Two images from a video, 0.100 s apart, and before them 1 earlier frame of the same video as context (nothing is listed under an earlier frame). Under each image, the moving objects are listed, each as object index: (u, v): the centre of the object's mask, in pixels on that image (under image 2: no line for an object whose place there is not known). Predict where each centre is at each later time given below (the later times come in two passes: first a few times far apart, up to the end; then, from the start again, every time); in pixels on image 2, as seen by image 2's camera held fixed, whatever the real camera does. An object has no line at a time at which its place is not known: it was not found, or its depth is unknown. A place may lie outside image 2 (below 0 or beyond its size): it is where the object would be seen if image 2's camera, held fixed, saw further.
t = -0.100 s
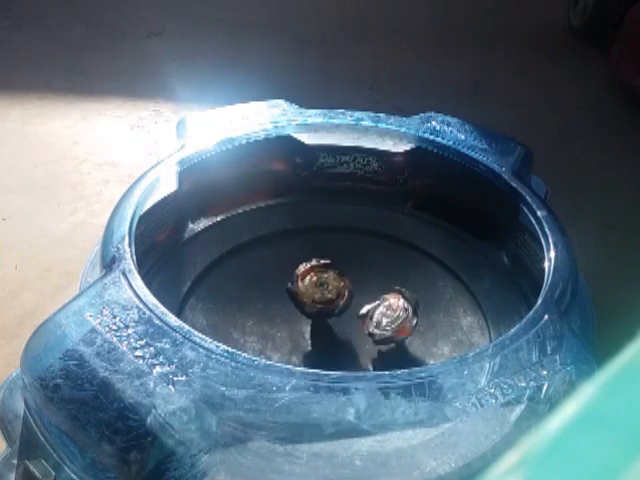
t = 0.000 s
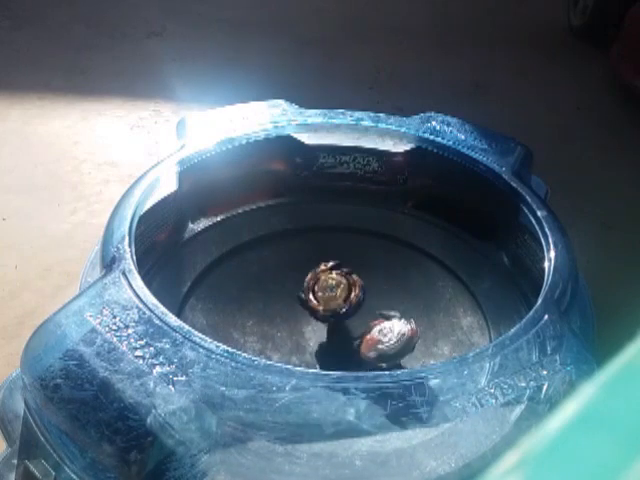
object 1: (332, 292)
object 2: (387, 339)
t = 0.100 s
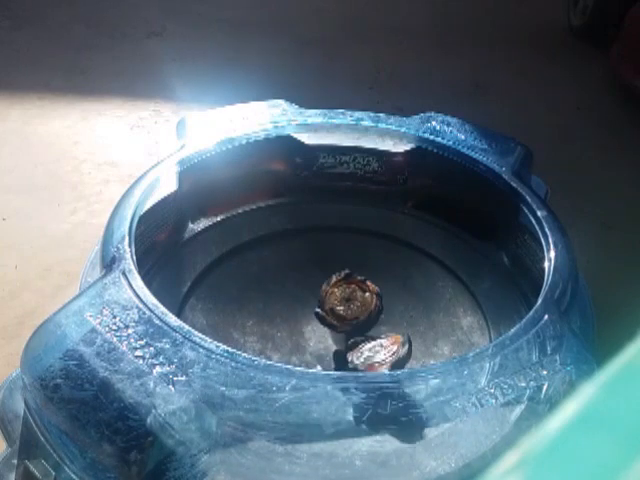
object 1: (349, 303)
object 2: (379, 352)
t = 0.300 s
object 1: (370, 321)
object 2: (341, 363)
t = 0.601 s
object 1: (366, 332)
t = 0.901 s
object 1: (333, 319)
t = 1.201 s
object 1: (327, 303)
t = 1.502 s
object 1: (324, 304)
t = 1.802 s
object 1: (327, 315)
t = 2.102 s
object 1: (330, 310)
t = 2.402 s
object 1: (355, 319)
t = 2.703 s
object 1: (344, 328)
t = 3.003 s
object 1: (312, 310)
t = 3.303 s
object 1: (277, 298)
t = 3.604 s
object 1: (299, 329)
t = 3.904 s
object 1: (304, 324)
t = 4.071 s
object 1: (305, 308)
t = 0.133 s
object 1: (351, 305)
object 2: (372, 356)
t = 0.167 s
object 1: (357, 306)
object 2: (369, 357)
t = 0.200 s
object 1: (362, 311)
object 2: (365, 362)
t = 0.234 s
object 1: (364, 317)
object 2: (359, 362)
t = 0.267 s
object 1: (367, 319)
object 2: (349, 363)
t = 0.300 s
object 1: (370, 321)
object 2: (341, 363)
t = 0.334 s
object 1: (372, 322)
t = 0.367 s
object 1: (372, 323)
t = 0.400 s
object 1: (374, 324)
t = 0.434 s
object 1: (375, 327)
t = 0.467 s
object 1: (374, 328)
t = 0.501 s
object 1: (371, 329)
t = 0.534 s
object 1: (370, 330)
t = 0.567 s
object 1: (369, 331)
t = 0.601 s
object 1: (366, 332)
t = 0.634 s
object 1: (360, 331)
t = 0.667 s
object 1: (357, 331)
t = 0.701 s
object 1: (353, 331)
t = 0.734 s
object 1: (349, 329)
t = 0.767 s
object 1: (345, 328)
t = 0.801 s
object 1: (339, 327)
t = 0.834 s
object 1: (337, 325)
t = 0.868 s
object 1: (336, 324)
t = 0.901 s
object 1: (333, 319)
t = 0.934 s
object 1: (327, 319)
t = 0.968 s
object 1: (325, 318)
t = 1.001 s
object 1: (325, 315)
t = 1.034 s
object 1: (325, 314)
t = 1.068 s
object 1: (323, 311)
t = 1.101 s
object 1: (324, 309)
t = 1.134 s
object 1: (326, 306)
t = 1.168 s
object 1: (327, 304)
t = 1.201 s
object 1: (327, 303)
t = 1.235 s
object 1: (326, 301)
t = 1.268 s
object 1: (324, 300)
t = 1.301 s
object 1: (325, 300)
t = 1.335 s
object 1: (326, 301)
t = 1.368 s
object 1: (325, 300)
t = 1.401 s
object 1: (324, 301)
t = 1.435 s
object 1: (325, 301)
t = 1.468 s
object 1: (326, 303)
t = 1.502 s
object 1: (324, 304)
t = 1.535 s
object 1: (324, 304)
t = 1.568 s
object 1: (326, 305)
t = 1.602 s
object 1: (326, 307)
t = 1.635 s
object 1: (326, 308)
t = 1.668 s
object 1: (326, 309)
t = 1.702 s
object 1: (327, 310)
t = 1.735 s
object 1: (327, 312)
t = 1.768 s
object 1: (326, 312)
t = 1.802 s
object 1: (327, 315)
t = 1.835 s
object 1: (326, 314)
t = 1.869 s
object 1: (328, 313)
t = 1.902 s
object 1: (329, 313)
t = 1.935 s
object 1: (327, 312)
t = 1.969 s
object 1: (326, 311)
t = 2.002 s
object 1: (328, 310)
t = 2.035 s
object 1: (330, 310)
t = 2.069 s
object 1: (331, 310)
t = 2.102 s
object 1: (330, 310)
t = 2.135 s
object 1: (331, 309)
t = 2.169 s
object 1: (334, 309)
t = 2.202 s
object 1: (337, 310)
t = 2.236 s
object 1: (337, 310)
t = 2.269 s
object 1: (337, 311)
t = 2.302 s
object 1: (341, 311)
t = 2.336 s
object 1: (348, 312)
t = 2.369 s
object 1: (354, 314)
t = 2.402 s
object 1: (355, 319)
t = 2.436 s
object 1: (352, 324)
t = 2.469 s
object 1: (348, 326)
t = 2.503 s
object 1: (348, 325)
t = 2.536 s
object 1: (347, 326)
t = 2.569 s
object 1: (346, 327)
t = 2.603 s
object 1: (345, 329)
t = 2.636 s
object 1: (342, 329)
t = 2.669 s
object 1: (344, 330)
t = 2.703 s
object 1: (344, 328)
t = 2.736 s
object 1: (339, 329)
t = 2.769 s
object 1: (334, 329)
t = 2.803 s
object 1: (327, 327)
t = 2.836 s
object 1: (323, 325)
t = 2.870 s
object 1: (322, 324)
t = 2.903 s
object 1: (321, 323)
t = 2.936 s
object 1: (323, 323)
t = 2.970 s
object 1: (319, 319)
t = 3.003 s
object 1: (312, 310)
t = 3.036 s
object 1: (303, 308)
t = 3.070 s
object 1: (298, 299)
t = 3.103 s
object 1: (289, 300)
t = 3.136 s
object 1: (283, 298)
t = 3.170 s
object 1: (278, 297)
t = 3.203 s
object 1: (275, 298)
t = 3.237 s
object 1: (274, 298)
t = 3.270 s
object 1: (275, 298)
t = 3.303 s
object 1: (277, 298)
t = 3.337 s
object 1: (282, 298)
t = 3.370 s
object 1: (287, 301)
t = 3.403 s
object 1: (293, 299)
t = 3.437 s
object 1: (298, 301)
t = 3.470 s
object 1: (300, 308)
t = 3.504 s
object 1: (303, 313)
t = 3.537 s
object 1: (302, 326)
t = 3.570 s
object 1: (301, 327)
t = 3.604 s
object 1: (299, 329)
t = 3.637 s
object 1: (297, 328)
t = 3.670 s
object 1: (295, 328)
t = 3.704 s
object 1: (296, 328)
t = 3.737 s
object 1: (298, 329)
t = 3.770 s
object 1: (301, 328)
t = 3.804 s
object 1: (303, 327)
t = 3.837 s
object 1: (304, 326)
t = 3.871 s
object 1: (304, 325)
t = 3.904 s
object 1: (304, 324)
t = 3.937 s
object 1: (304, 323)
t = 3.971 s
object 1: (305, 323)
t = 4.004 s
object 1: (306, 311)
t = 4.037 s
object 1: (306, 310)
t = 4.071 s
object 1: (305, 308)
